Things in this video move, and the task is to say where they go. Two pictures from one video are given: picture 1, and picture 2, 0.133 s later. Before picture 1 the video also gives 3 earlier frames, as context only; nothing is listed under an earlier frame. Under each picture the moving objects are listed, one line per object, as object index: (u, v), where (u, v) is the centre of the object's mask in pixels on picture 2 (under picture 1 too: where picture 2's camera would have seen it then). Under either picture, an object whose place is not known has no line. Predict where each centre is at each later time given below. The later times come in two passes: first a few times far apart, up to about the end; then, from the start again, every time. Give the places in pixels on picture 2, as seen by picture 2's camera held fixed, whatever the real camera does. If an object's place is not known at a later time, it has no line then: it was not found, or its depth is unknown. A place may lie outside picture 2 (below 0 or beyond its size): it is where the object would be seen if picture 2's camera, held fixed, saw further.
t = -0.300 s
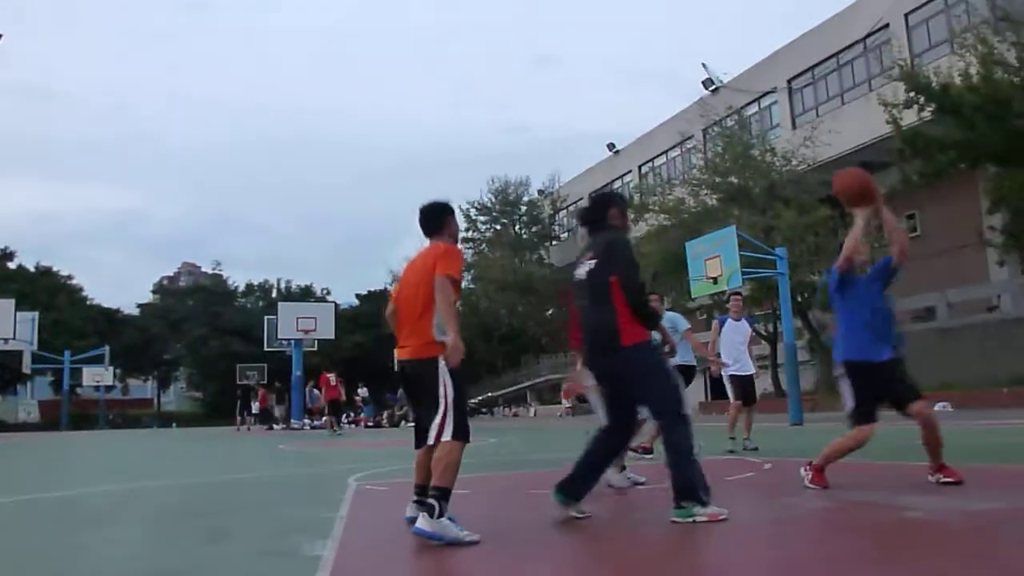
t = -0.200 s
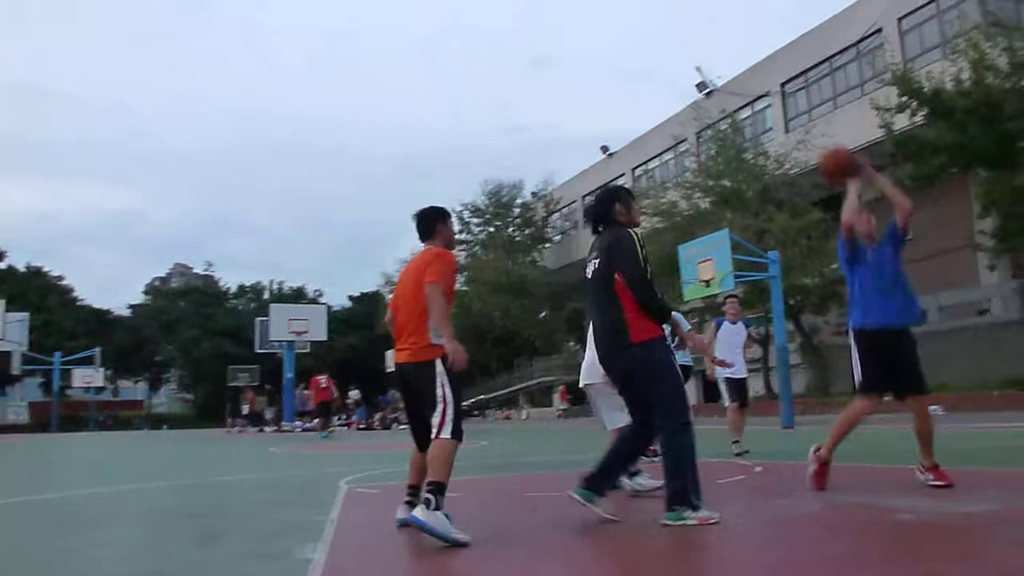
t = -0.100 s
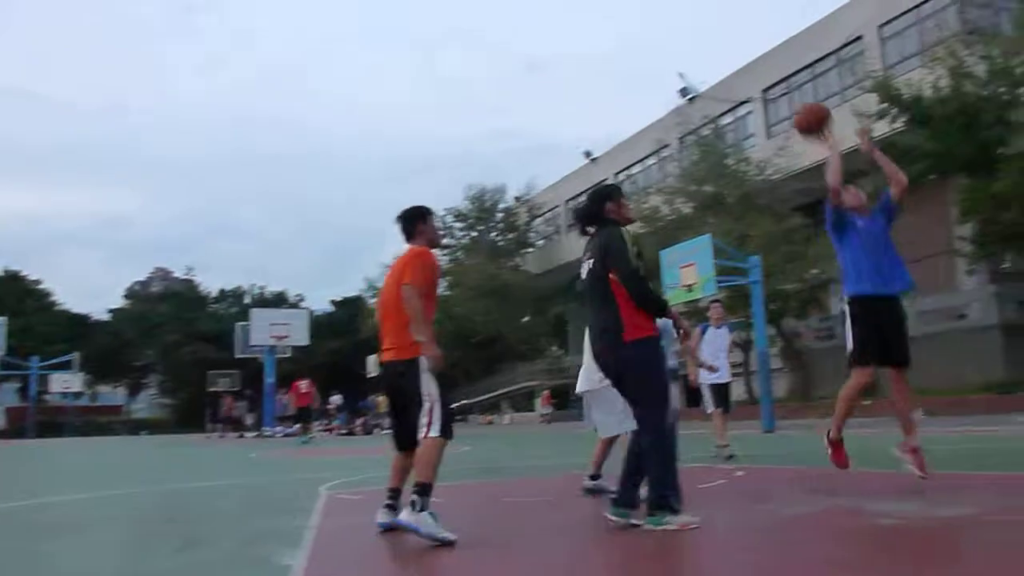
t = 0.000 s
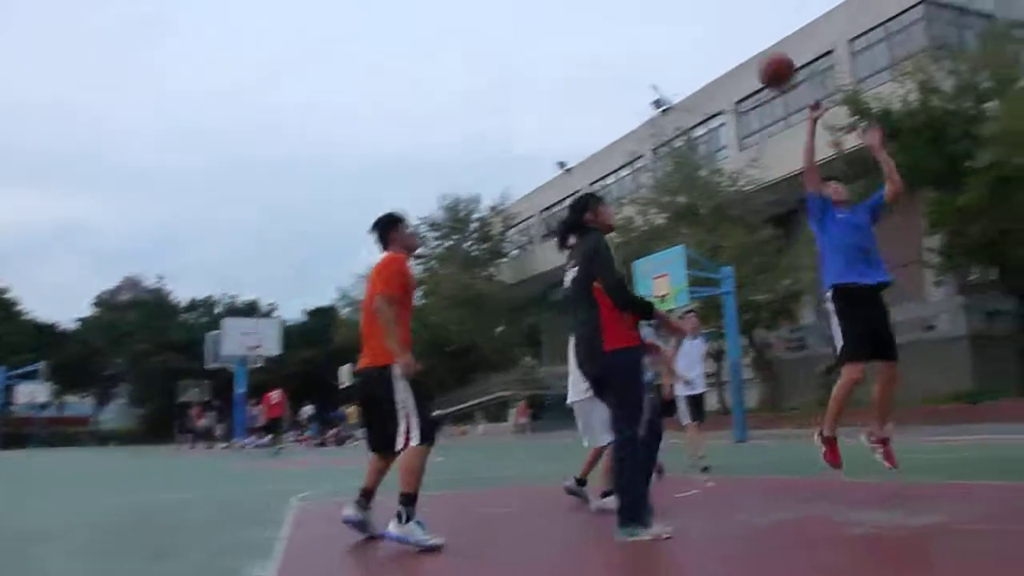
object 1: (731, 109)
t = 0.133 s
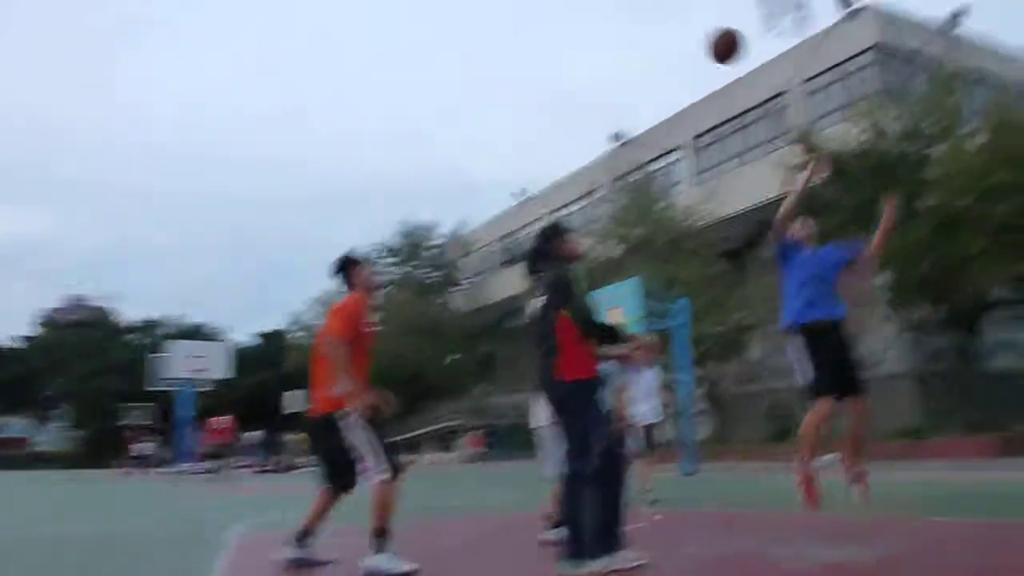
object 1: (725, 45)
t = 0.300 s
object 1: (713, 2)
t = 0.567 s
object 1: (709, 6)
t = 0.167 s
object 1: (724, 32)
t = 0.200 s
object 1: (721, 22)
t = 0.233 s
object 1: (716, 15)
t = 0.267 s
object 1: (715, 8)
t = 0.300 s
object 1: (713, 2)
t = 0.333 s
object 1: (712, -3)
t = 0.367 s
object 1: (712, -7)
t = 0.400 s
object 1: (711, -9)
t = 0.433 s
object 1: (710, -10)
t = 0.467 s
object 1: (709, -8)
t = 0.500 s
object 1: (709, -5)
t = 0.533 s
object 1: (709, 0)
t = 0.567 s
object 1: (709, 6)
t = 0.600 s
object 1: (710, 14)
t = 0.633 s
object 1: (711, 24)
